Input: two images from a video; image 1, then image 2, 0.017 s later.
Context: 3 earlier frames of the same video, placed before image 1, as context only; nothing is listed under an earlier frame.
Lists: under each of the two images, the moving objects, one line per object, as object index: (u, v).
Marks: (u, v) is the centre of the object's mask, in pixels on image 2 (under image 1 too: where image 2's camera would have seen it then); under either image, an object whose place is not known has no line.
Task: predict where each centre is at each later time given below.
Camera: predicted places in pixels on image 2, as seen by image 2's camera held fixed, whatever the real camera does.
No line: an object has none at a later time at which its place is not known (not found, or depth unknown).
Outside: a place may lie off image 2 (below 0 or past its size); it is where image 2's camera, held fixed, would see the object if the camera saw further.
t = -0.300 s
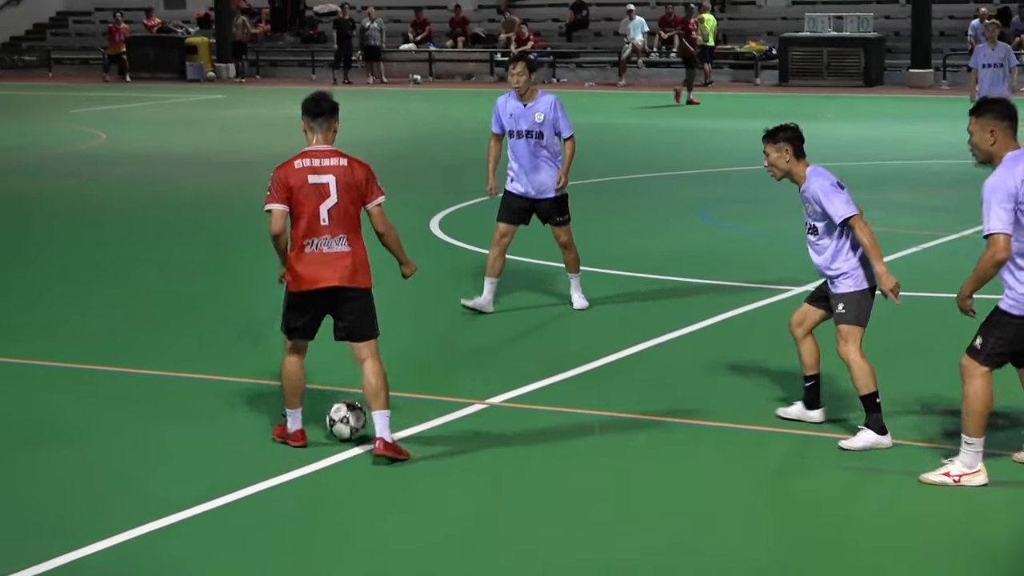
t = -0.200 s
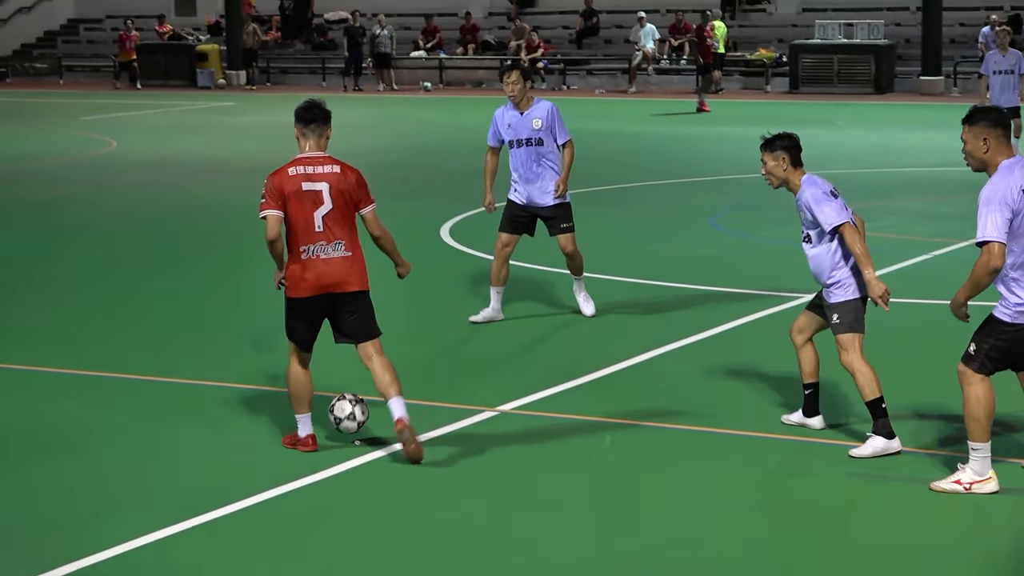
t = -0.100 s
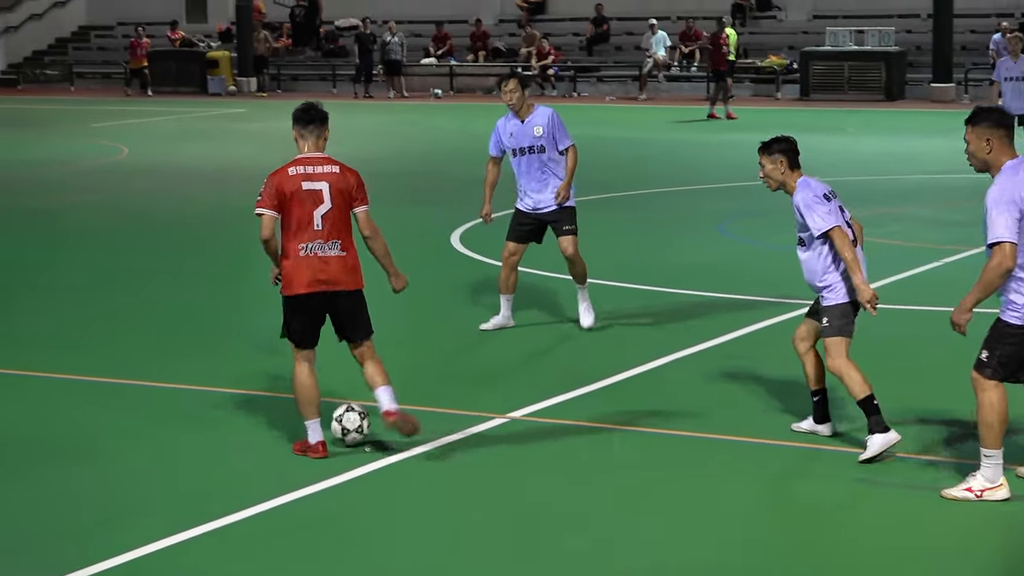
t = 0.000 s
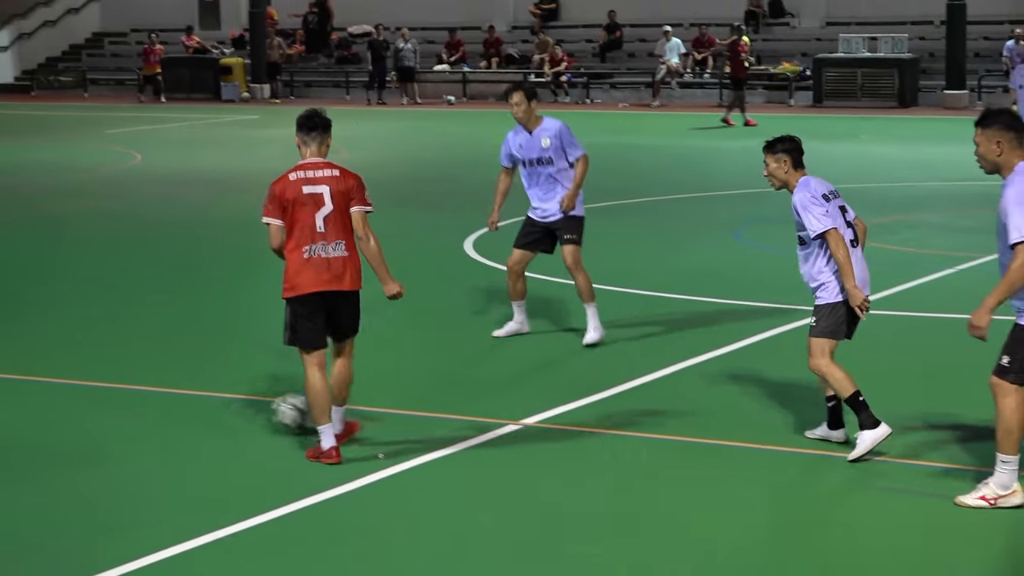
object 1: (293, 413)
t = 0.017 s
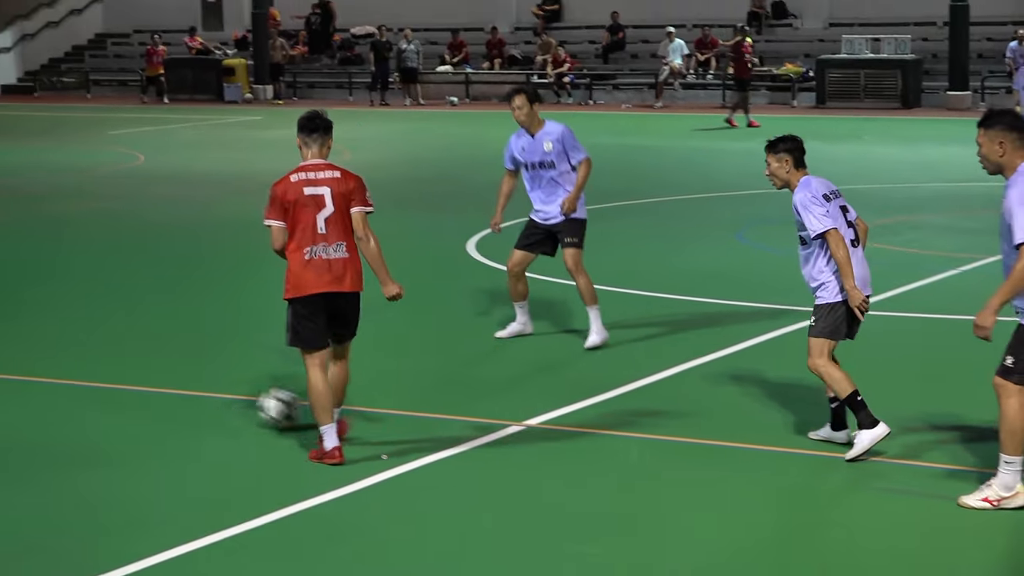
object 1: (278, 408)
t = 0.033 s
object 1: (261, 402)
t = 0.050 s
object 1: (248, 399)
